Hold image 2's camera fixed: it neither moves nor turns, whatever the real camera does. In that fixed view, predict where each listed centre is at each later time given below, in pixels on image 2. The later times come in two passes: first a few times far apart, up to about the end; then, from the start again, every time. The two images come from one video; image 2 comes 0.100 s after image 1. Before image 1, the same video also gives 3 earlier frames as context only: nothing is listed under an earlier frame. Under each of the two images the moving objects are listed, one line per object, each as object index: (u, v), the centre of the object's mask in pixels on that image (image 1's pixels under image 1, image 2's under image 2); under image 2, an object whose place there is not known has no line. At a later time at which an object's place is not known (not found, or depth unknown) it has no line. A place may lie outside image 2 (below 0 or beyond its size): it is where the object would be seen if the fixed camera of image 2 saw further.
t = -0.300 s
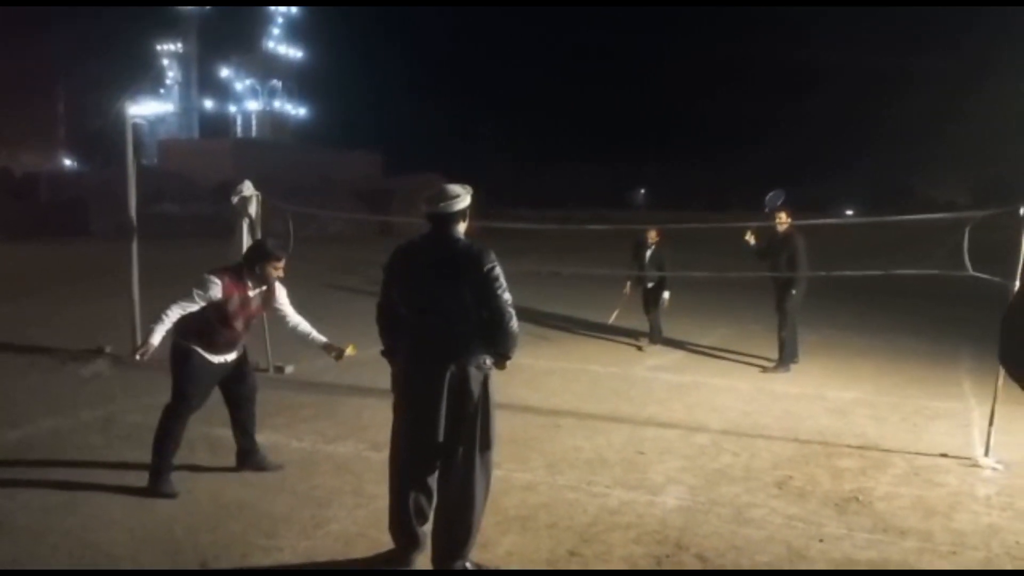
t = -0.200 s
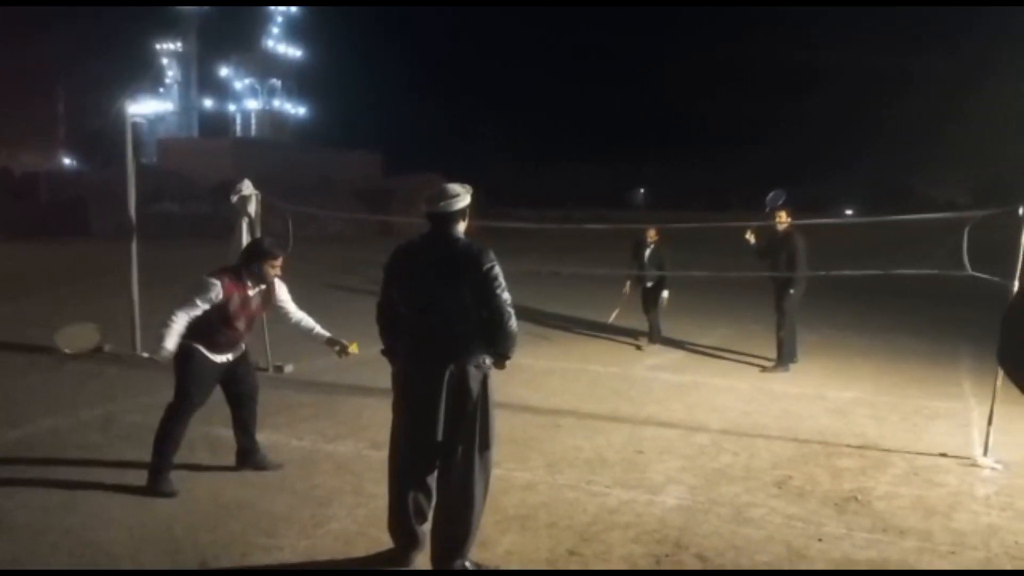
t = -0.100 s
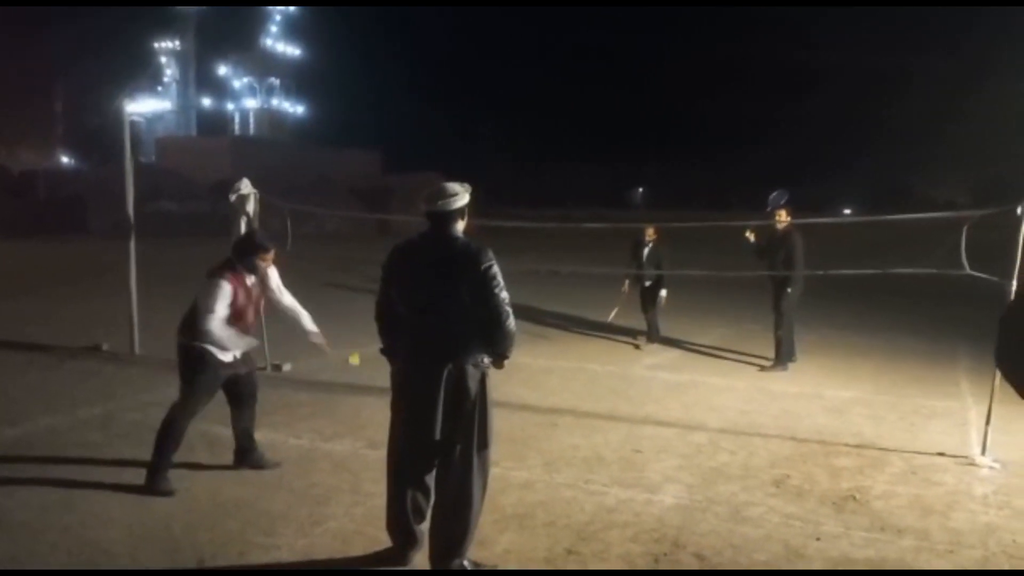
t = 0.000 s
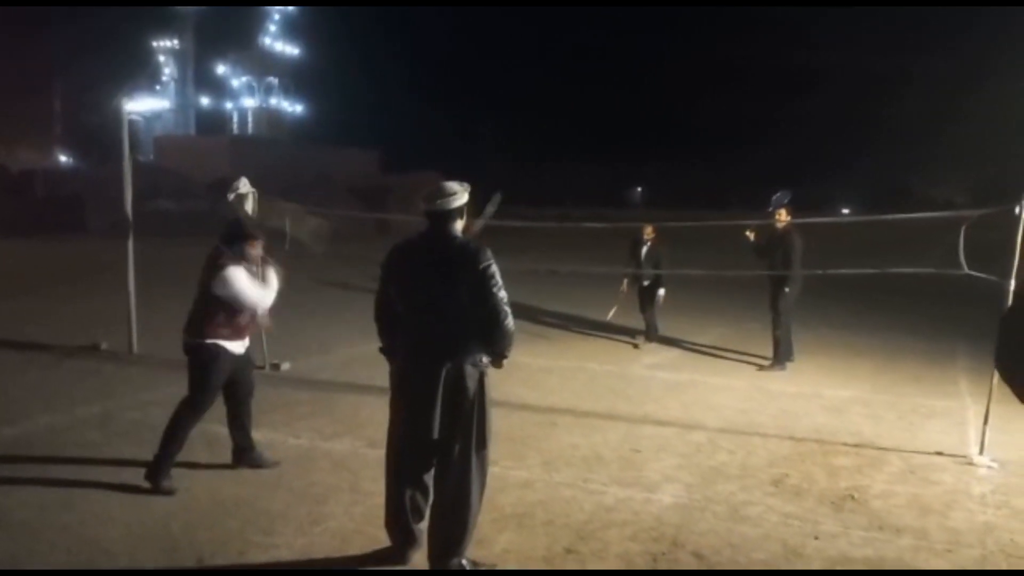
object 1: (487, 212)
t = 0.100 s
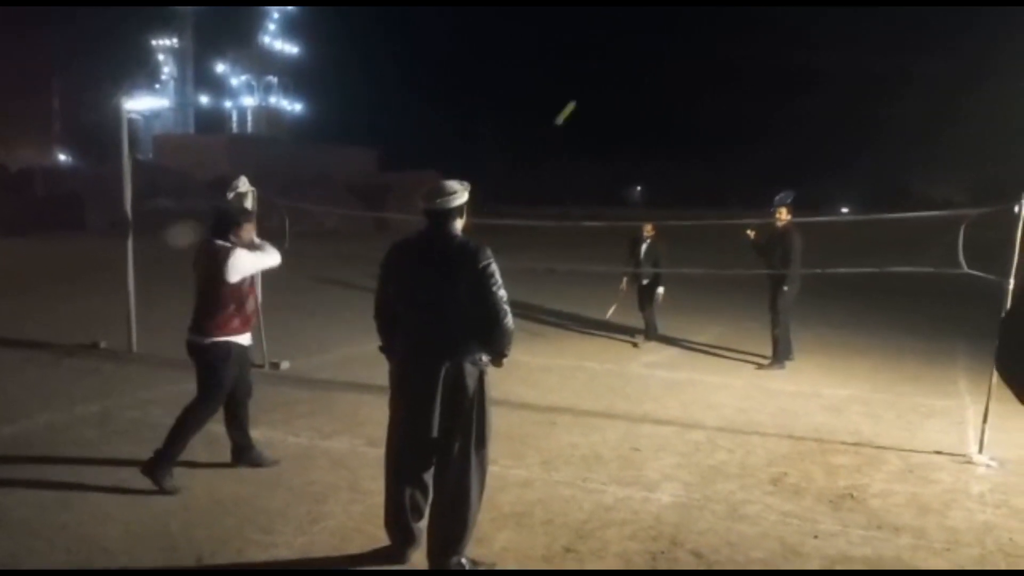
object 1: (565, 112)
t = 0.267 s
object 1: (626, 49)
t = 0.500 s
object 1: (658, 38)
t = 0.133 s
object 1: (582, 92)
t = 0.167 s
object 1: (597, 75)
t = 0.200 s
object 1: (608, 65)
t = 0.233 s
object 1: (618, 56)
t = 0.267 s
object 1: (626, 49)
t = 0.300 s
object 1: (633, 43)
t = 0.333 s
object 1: (639, 39)
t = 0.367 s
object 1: (644, 37)
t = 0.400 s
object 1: (649, 35)
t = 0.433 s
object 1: (652, 35)
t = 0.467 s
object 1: (656, 36)
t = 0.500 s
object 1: (658, 38)
